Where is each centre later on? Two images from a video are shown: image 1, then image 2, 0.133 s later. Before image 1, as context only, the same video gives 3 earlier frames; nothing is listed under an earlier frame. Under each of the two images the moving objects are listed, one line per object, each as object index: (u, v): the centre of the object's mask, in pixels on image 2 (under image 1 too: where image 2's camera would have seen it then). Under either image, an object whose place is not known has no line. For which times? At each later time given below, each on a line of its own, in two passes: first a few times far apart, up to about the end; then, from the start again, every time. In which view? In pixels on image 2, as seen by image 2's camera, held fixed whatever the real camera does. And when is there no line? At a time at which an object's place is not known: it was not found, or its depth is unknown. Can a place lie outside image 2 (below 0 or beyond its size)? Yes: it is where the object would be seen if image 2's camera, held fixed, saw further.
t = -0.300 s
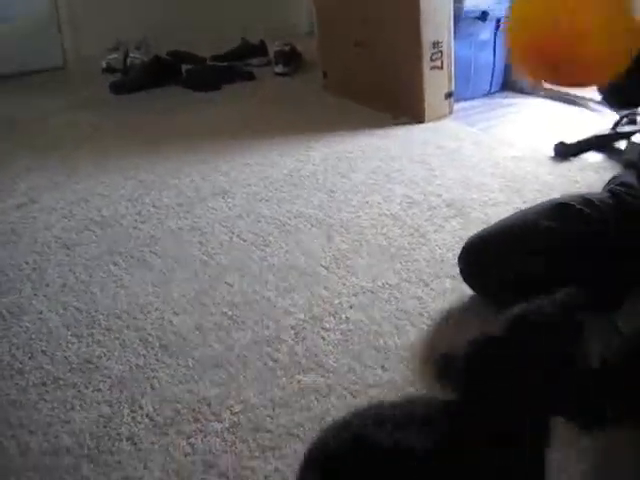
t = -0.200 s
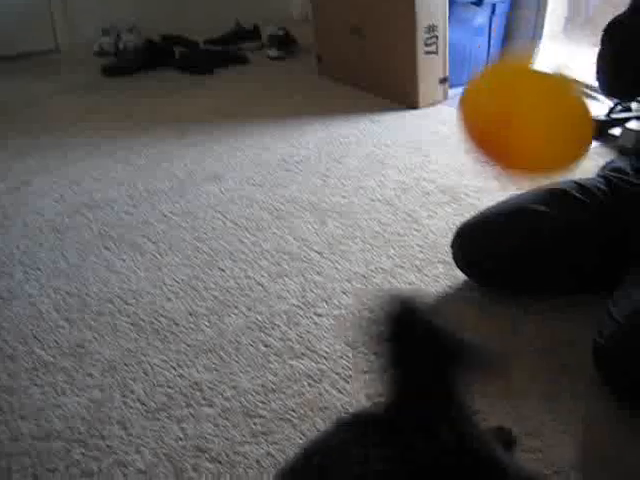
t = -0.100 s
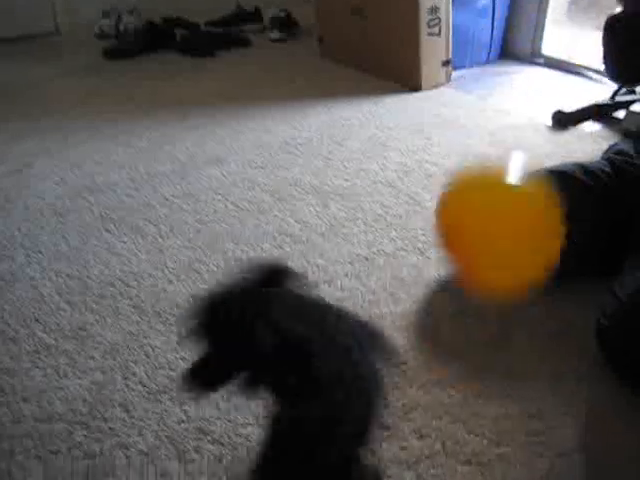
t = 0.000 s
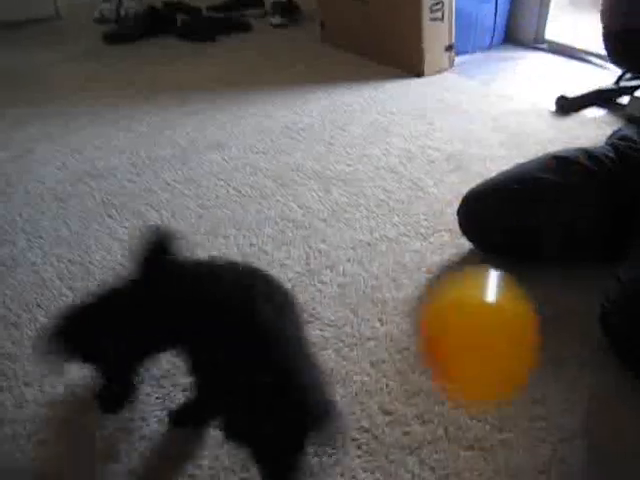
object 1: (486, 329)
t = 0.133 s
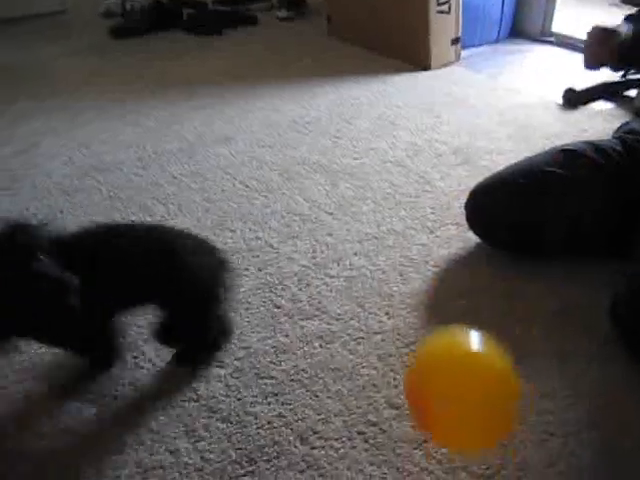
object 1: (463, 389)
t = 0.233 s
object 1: (447, 343)
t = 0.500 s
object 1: (387, 360)
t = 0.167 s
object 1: (459, 370)
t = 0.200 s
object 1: (453, 355)
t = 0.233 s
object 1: (447, 343)
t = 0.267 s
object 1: (440, 334)
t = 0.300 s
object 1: (433, 329)
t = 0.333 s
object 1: (426, 327)
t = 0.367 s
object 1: (418, 327)
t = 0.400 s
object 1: (410, 331)
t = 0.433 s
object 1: (403, 338)
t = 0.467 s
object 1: (394, 347)
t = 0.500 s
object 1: (387, 360)
